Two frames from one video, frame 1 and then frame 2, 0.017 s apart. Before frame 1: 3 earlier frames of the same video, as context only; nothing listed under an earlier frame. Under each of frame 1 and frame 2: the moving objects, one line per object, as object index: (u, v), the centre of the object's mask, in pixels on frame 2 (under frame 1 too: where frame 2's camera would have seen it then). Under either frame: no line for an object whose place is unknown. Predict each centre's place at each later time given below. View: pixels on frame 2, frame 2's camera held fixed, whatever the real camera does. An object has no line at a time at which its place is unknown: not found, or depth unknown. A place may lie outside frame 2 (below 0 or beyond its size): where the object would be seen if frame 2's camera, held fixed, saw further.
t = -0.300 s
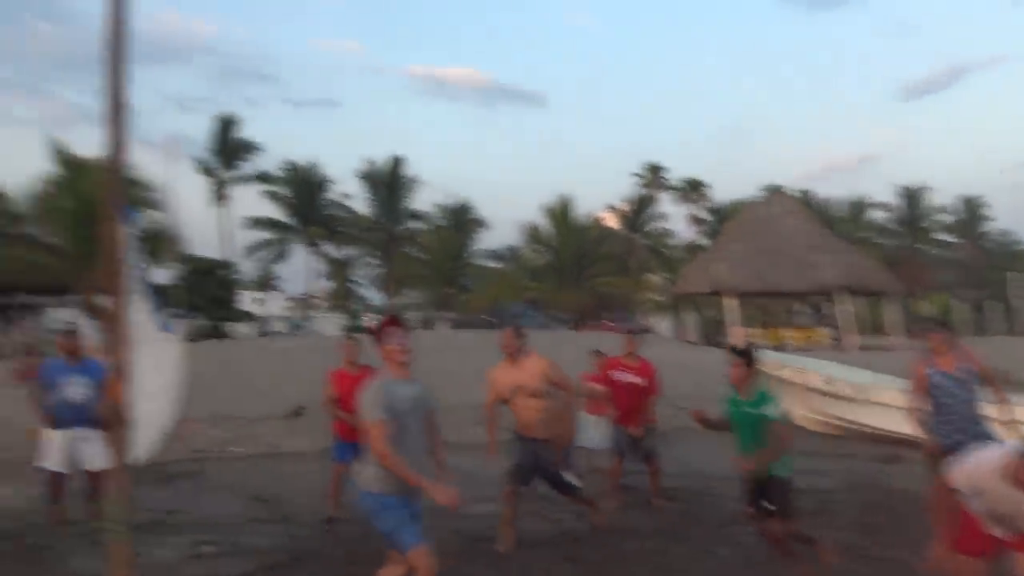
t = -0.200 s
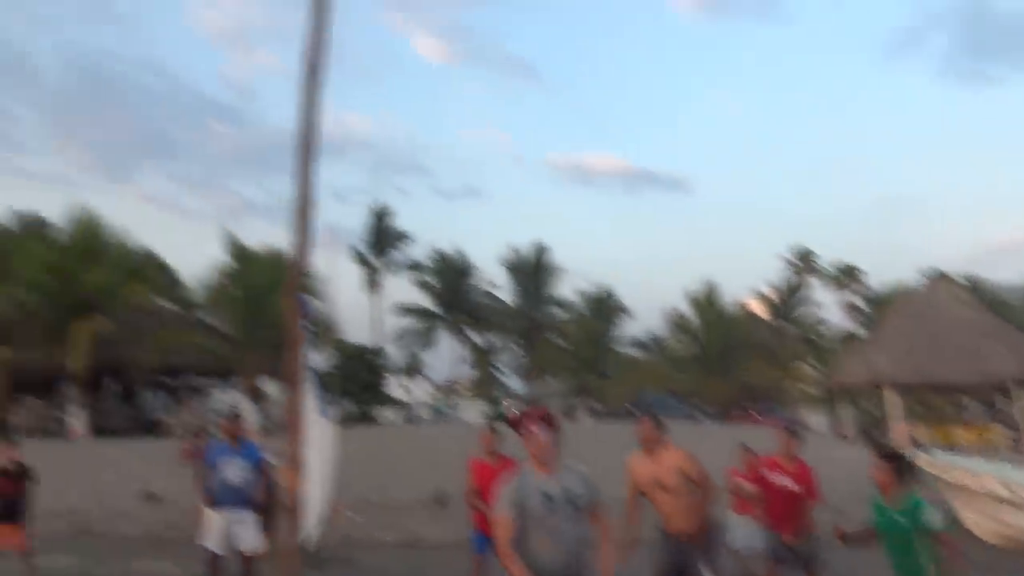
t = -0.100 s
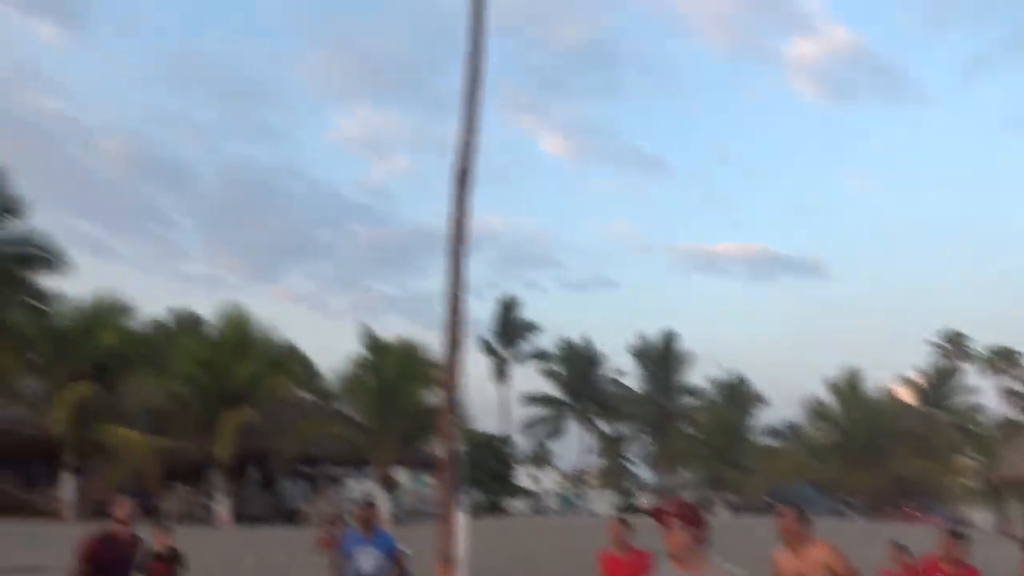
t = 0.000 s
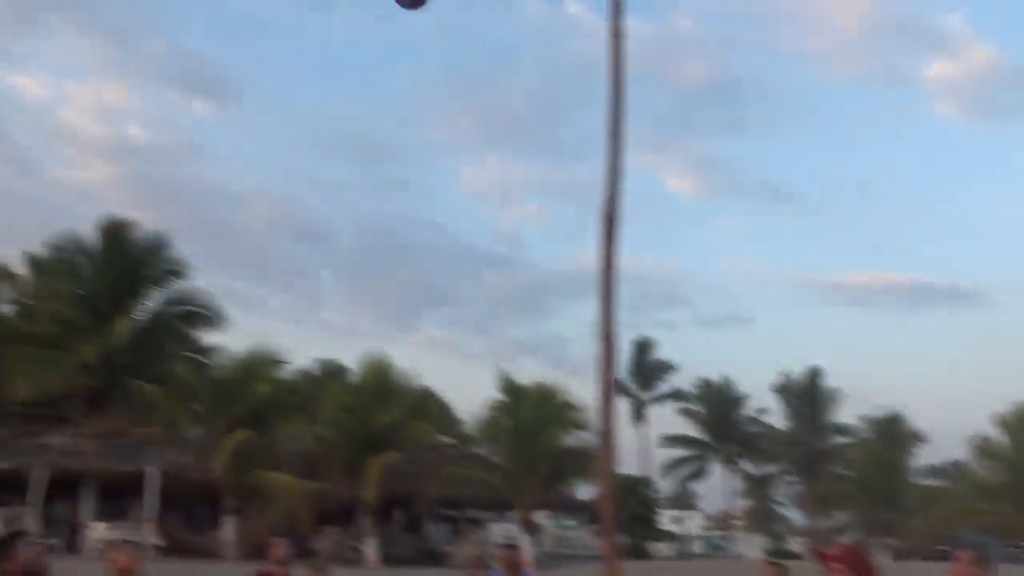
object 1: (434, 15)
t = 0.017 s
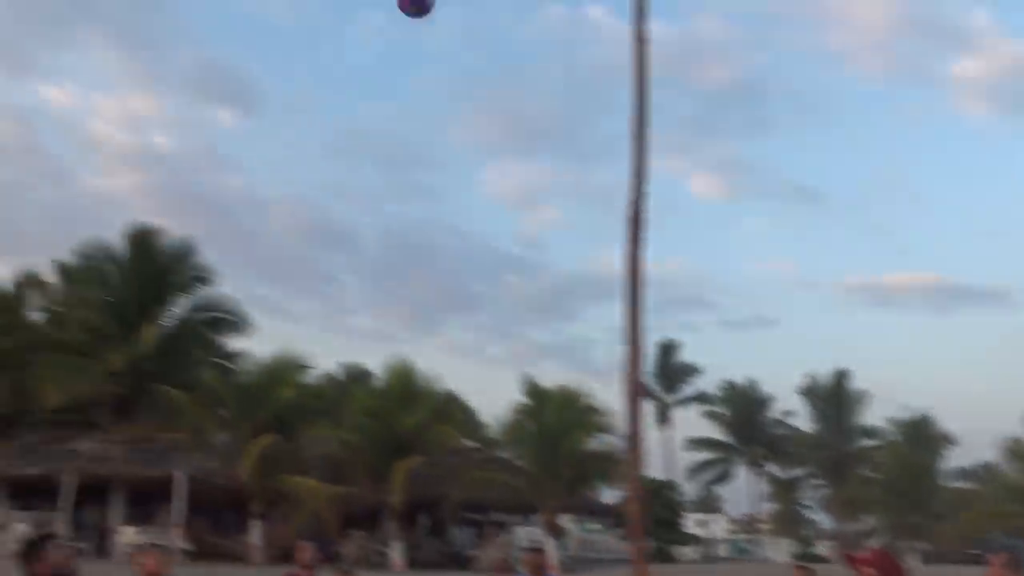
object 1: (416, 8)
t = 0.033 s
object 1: (399, 2)
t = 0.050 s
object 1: (382, 1)
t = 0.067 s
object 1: (365, 1)
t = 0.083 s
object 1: (349, 5)
